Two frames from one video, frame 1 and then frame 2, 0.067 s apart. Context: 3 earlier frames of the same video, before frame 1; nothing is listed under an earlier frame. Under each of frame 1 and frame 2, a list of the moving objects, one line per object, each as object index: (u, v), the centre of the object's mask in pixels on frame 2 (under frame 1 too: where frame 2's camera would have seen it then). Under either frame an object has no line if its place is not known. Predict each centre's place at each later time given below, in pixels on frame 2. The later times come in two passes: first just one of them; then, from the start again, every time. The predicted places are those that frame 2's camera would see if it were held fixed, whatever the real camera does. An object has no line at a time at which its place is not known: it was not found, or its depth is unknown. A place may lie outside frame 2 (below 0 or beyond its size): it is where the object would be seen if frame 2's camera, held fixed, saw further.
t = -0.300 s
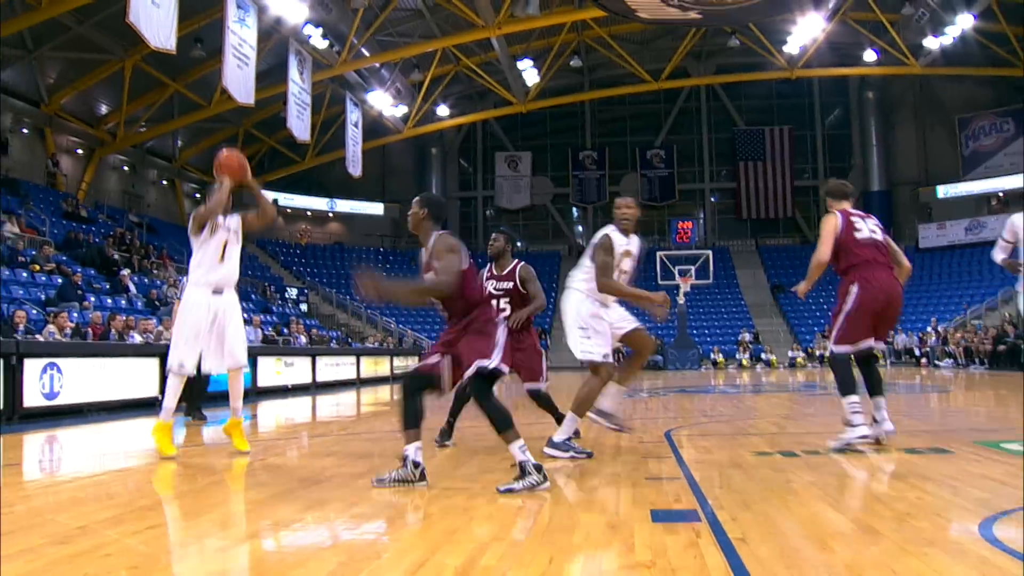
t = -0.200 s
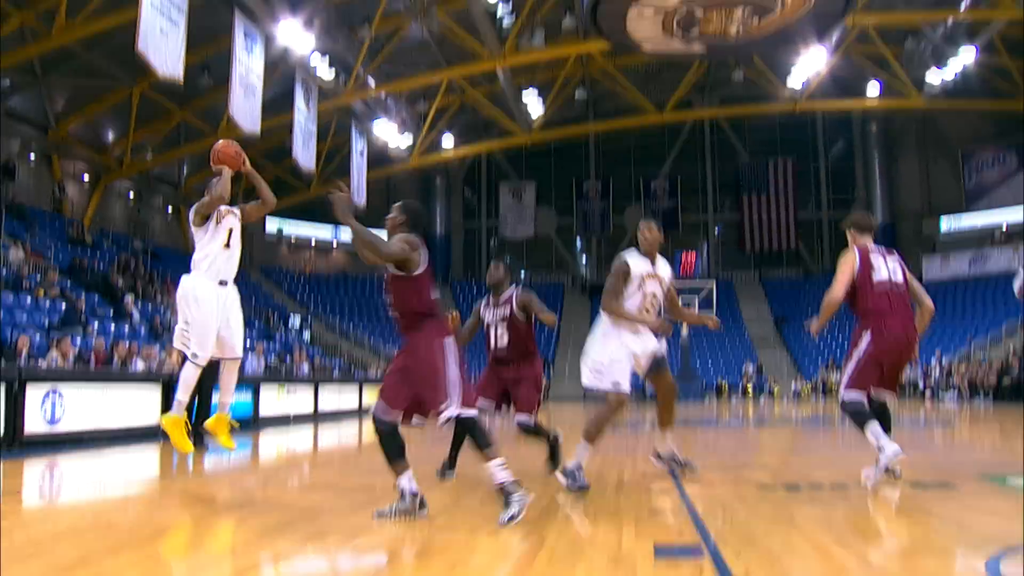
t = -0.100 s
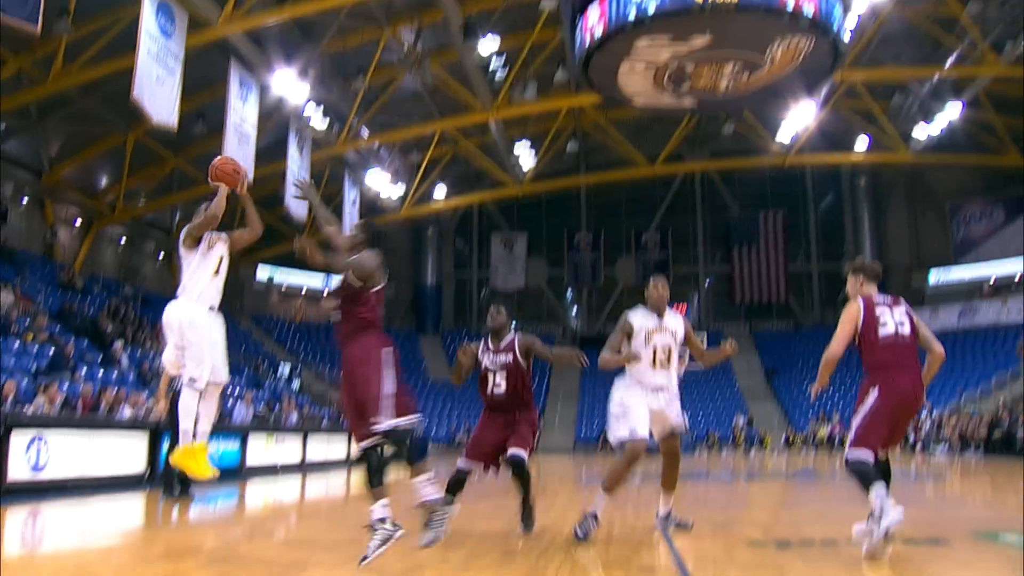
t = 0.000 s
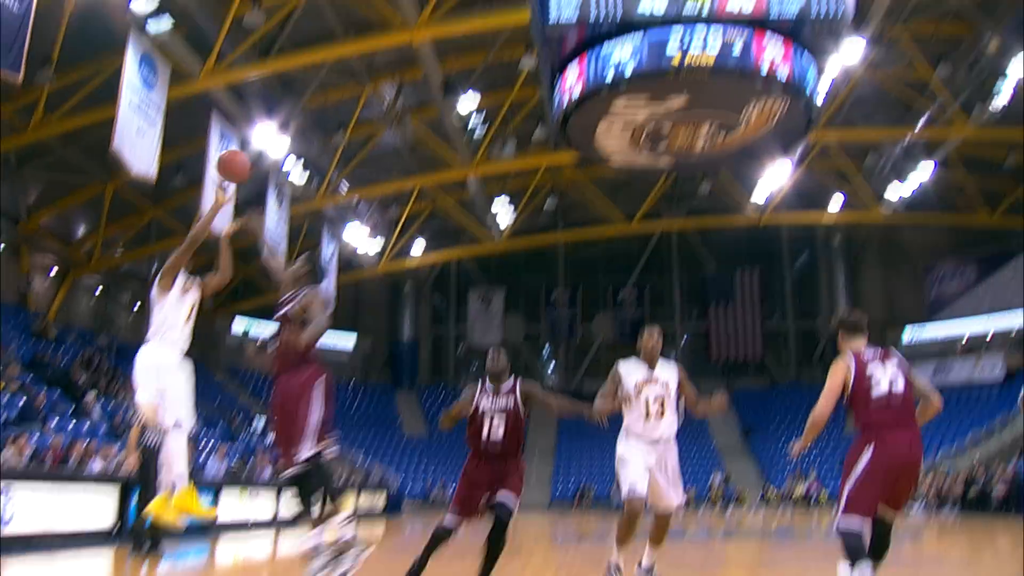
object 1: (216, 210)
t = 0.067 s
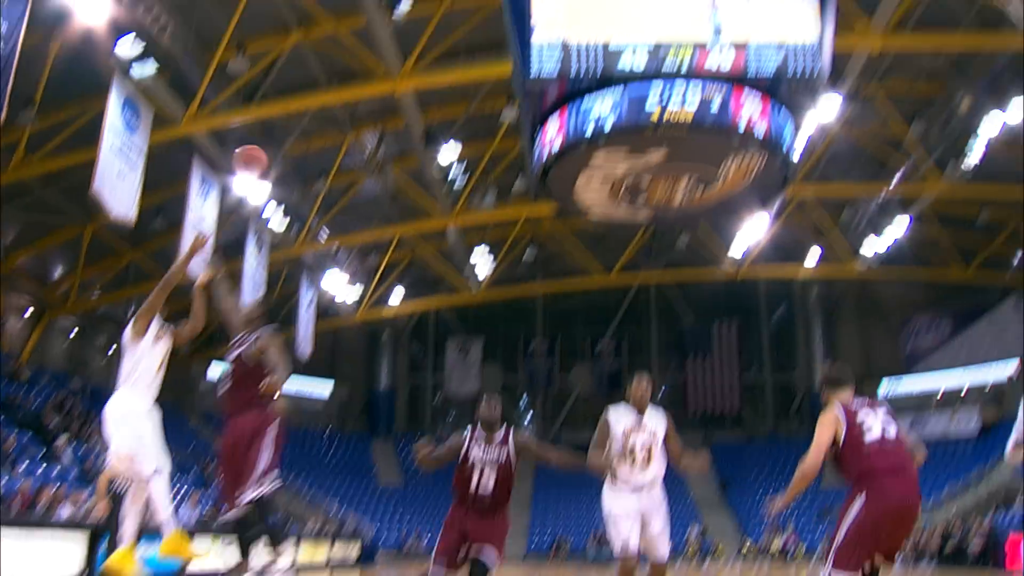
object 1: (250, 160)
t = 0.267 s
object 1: (360, 43)
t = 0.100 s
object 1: (268, 140)
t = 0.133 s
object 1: (285, 119)
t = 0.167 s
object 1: (304, 98)
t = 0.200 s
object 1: (322, 78)
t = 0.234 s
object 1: (341, 60)
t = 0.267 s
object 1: (360, 43)
